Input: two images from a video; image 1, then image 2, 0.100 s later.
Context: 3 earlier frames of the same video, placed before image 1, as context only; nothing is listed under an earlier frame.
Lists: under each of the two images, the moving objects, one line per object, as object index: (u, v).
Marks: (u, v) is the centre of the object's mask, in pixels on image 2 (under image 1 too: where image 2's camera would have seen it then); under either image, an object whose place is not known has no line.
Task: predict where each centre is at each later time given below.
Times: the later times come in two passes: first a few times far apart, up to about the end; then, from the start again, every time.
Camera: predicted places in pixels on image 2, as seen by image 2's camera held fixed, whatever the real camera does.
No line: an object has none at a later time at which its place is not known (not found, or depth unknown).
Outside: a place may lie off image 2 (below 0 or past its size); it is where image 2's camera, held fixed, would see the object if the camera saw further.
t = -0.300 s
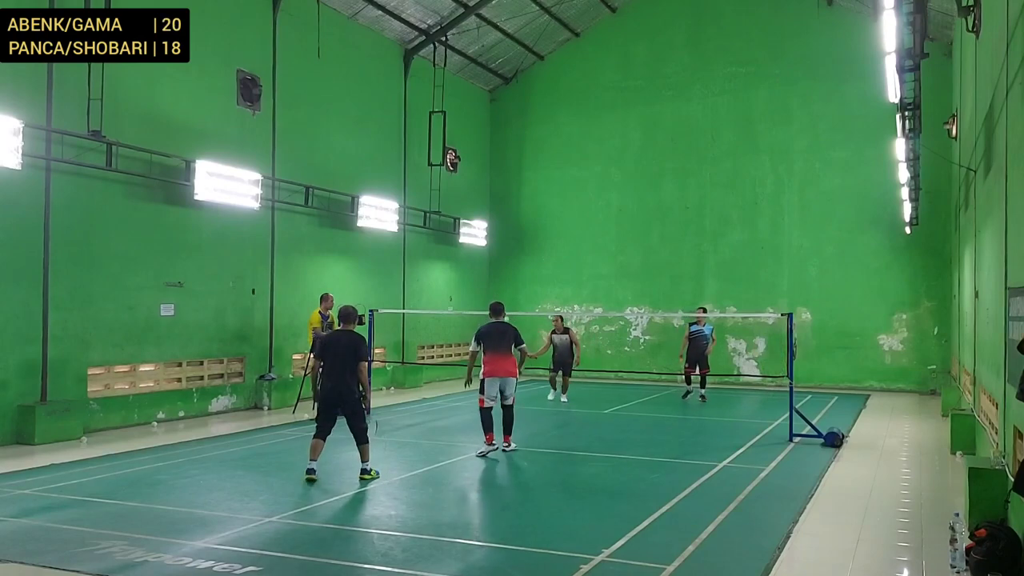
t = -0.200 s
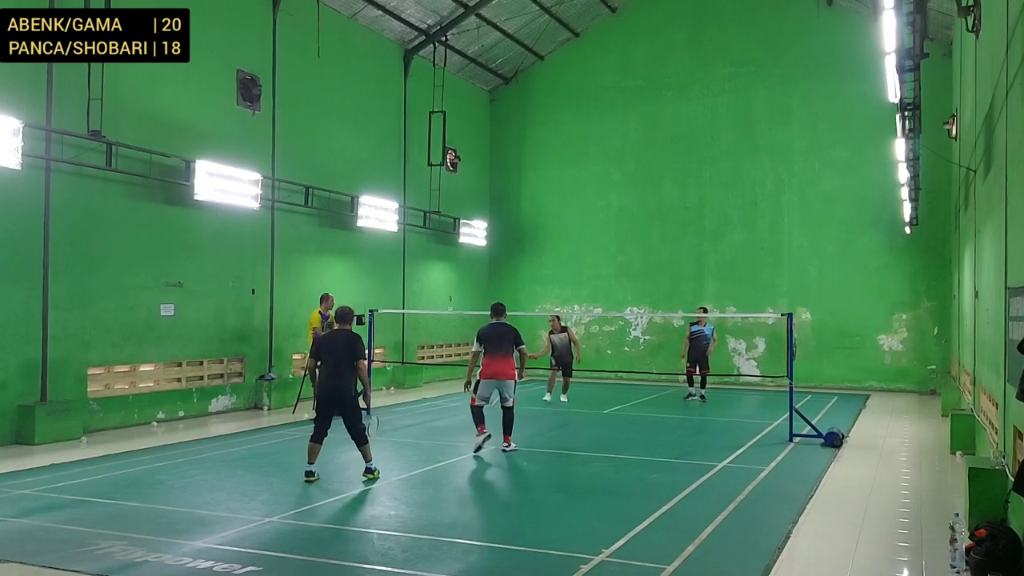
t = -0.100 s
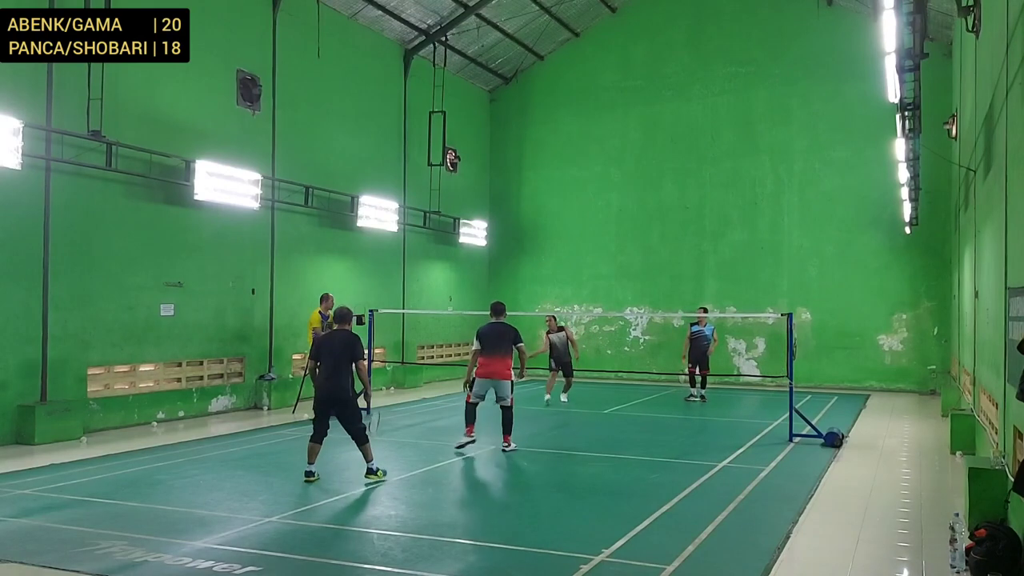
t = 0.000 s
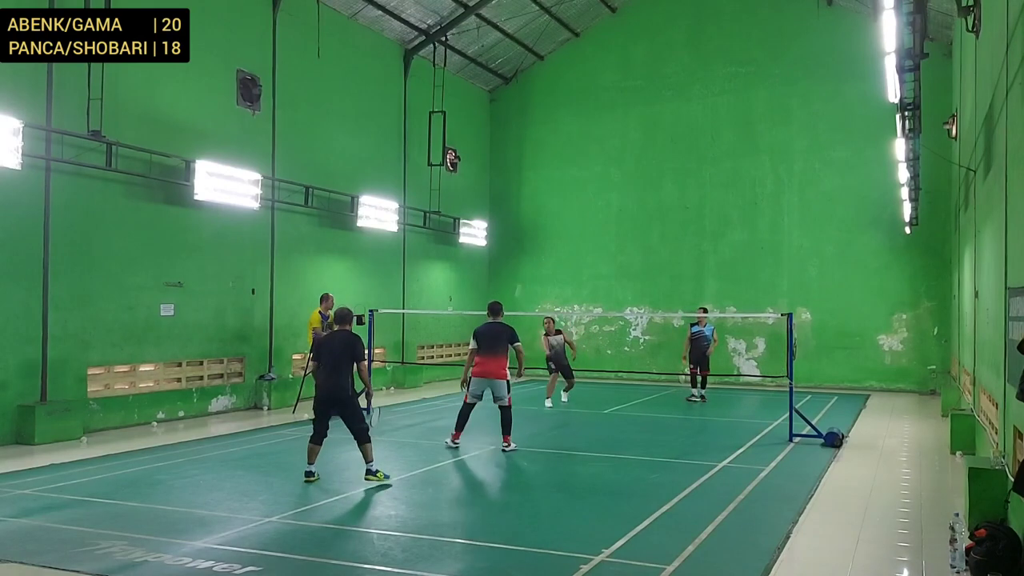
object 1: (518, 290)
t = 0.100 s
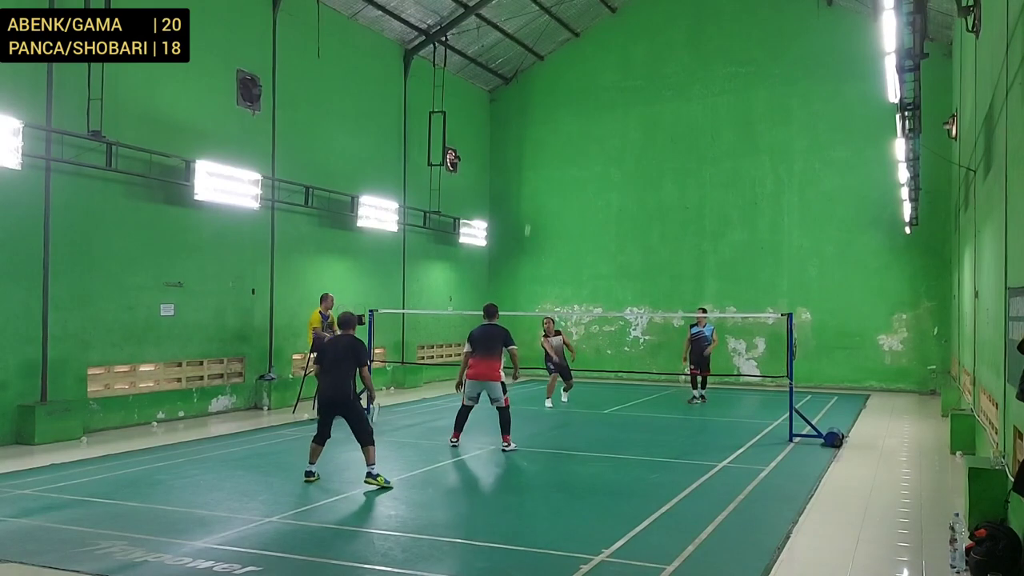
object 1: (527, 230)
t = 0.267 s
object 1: (539, 158)
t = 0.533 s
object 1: (555, 101)
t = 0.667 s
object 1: (561, 97)
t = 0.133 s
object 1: (529, 214)
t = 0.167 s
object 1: (531, 199)
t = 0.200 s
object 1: (535, 184)
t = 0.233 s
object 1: (537, 171)
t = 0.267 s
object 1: (539, 158)
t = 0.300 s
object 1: (541, 148)
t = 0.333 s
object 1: (544, 138)
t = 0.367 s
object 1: (545, 129)
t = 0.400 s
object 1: (547, 121)
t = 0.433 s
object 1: (549, 114)
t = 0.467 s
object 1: (552, 108)
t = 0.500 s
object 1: (554, 104)
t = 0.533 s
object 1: (555, 101)
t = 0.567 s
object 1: (557, 98)
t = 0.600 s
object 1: (558, 96)
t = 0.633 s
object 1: (560, 96)
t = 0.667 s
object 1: (561, 97)
